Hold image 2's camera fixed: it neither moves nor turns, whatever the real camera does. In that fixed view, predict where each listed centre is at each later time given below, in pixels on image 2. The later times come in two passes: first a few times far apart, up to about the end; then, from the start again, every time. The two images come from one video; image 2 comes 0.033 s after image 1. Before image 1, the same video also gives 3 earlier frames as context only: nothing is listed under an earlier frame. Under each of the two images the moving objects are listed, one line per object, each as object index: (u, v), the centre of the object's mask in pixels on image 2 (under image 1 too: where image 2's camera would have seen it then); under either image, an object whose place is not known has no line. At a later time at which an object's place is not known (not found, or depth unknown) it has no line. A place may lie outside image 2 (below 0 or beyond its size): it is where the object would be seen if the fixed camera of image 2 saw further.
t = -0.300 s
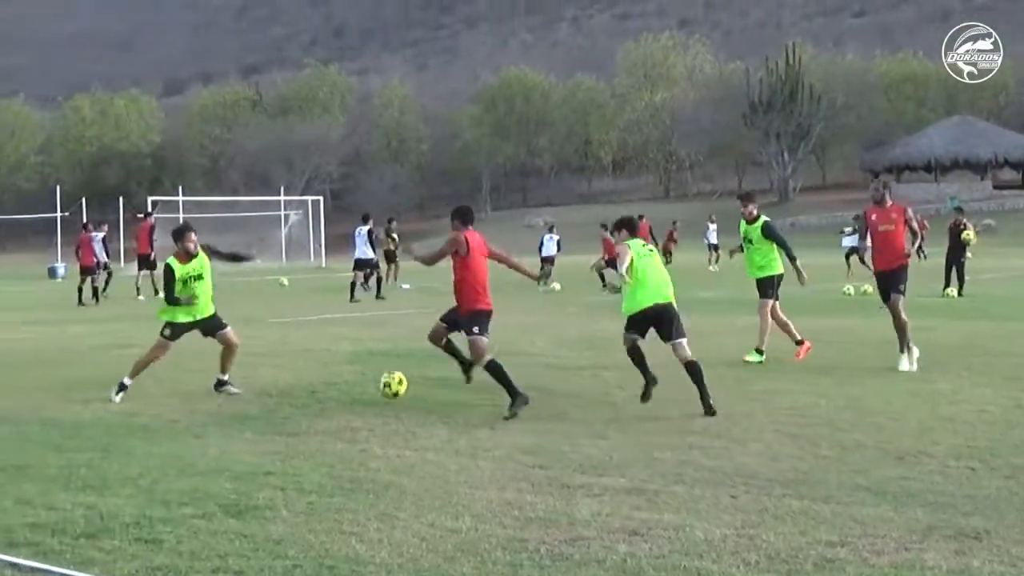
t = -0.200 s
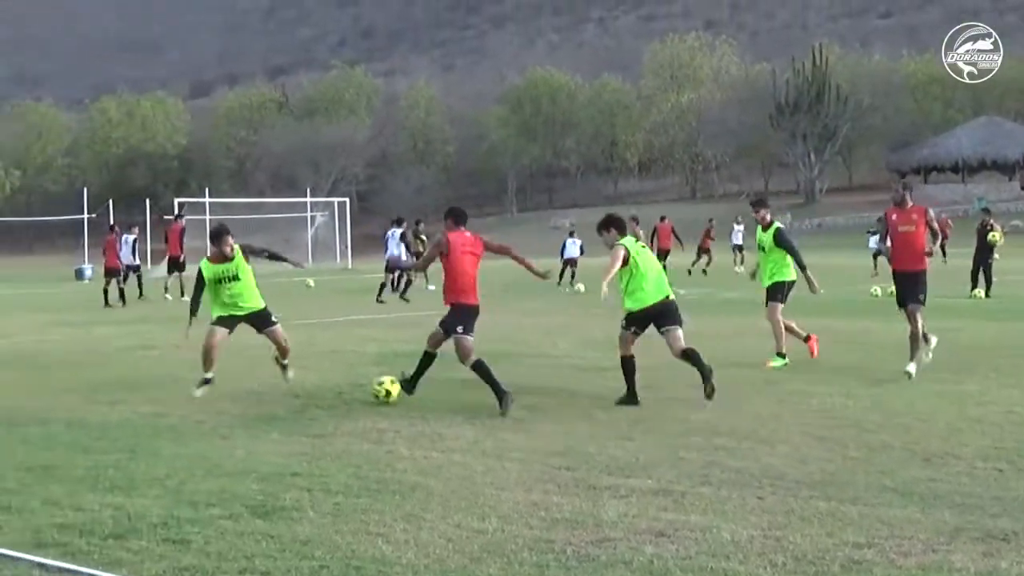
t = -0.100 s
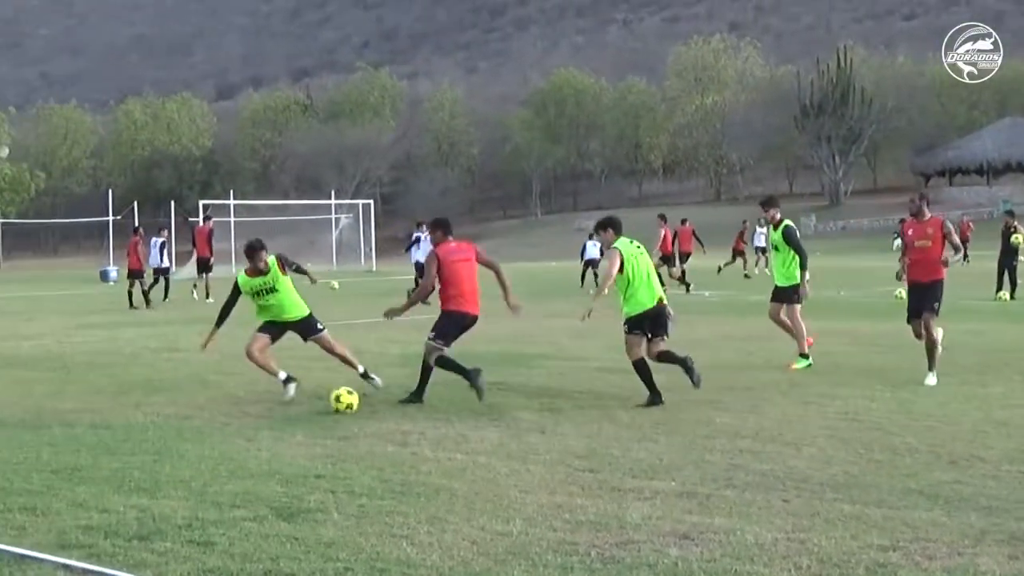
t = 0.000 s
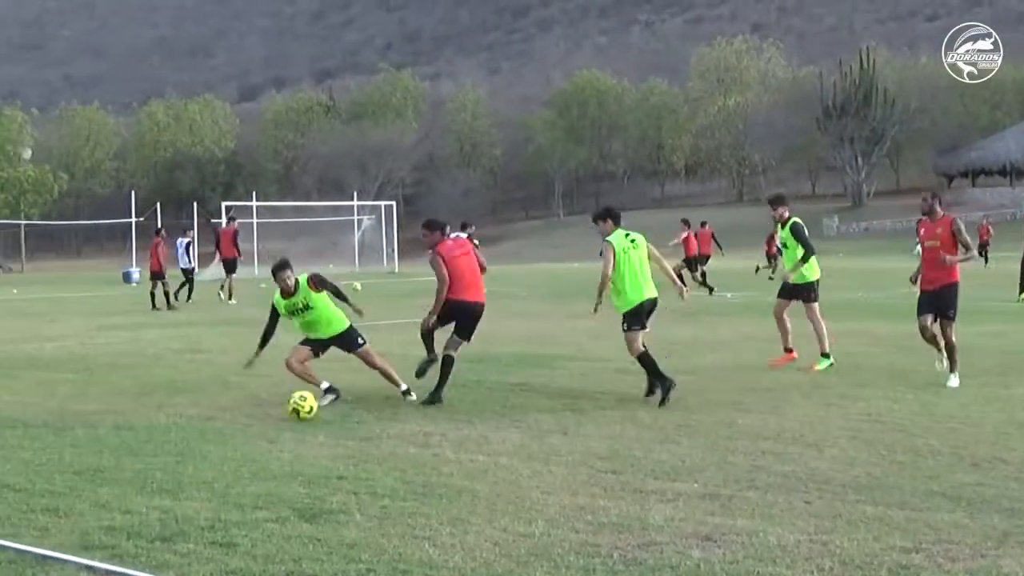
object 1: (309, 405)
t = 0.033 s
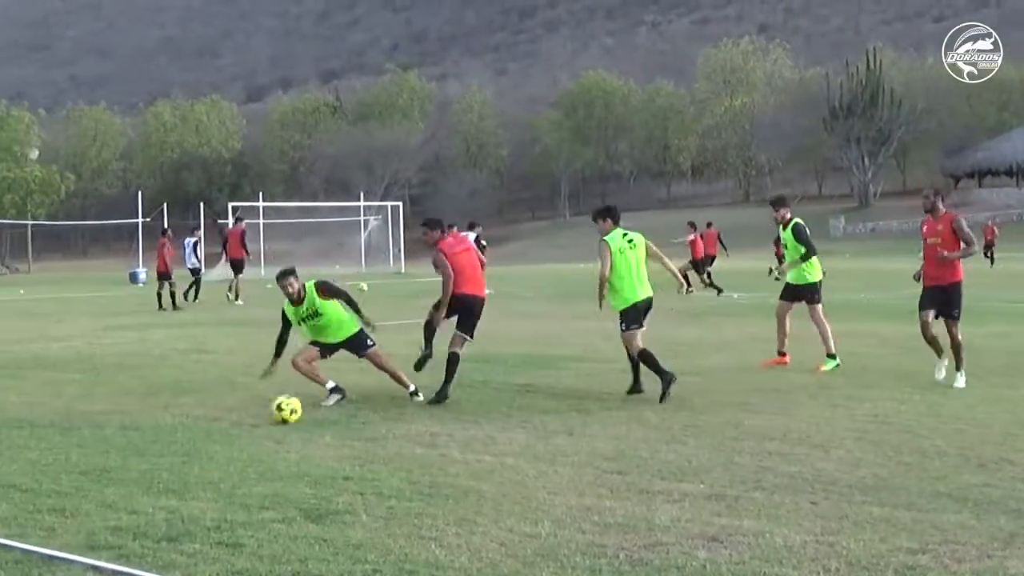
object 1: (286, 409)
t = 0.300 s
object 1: (125, 414)
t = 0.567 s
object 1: (-22, 424)
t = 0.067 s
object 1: (266, 409)
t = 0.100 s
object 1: (245, 409)
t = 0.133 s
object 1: (224, 411)
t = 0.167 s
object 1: (202, 414)
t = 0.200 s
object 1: (181, 418)
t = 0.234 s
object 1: (161, 417)
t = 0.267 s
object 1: (143, 415)
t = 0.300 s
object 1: (125, 414)
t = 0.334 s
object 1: (106, 415)
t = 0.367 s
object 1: (87, 417)
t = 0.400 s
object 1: (68, 422)
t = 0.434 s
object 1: (50, 424)
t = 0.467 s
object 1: (32, 421)
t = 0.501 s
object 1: (14, 421)
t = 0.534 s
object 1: (-4, 422)
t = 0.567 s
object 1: (-22, 424)
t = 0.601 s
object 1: (-40, 428)
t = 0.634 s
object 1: (-58, 430)
